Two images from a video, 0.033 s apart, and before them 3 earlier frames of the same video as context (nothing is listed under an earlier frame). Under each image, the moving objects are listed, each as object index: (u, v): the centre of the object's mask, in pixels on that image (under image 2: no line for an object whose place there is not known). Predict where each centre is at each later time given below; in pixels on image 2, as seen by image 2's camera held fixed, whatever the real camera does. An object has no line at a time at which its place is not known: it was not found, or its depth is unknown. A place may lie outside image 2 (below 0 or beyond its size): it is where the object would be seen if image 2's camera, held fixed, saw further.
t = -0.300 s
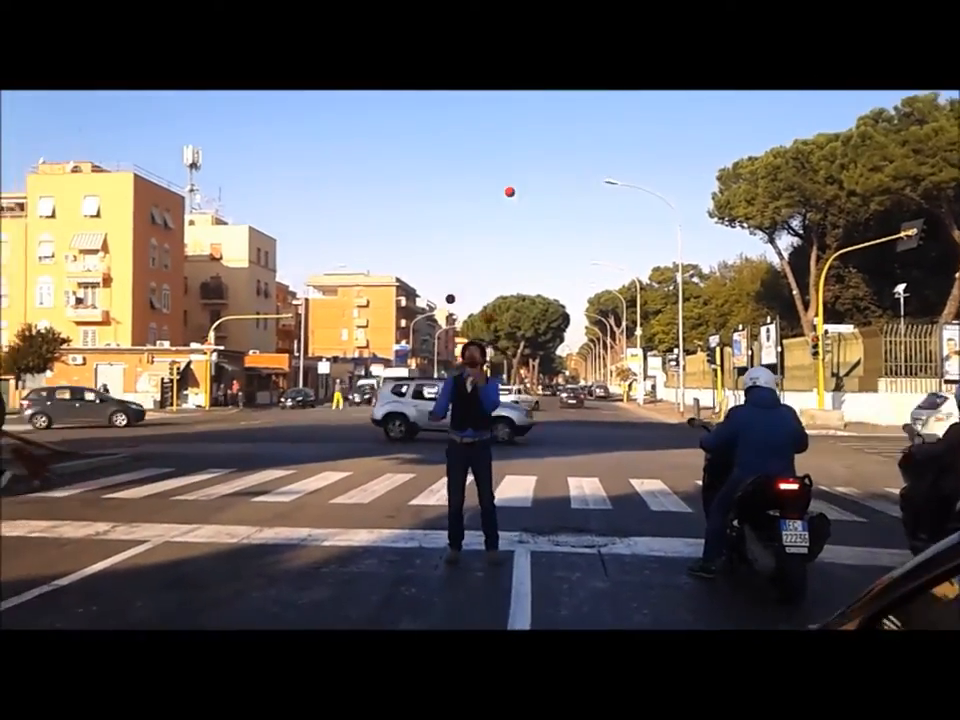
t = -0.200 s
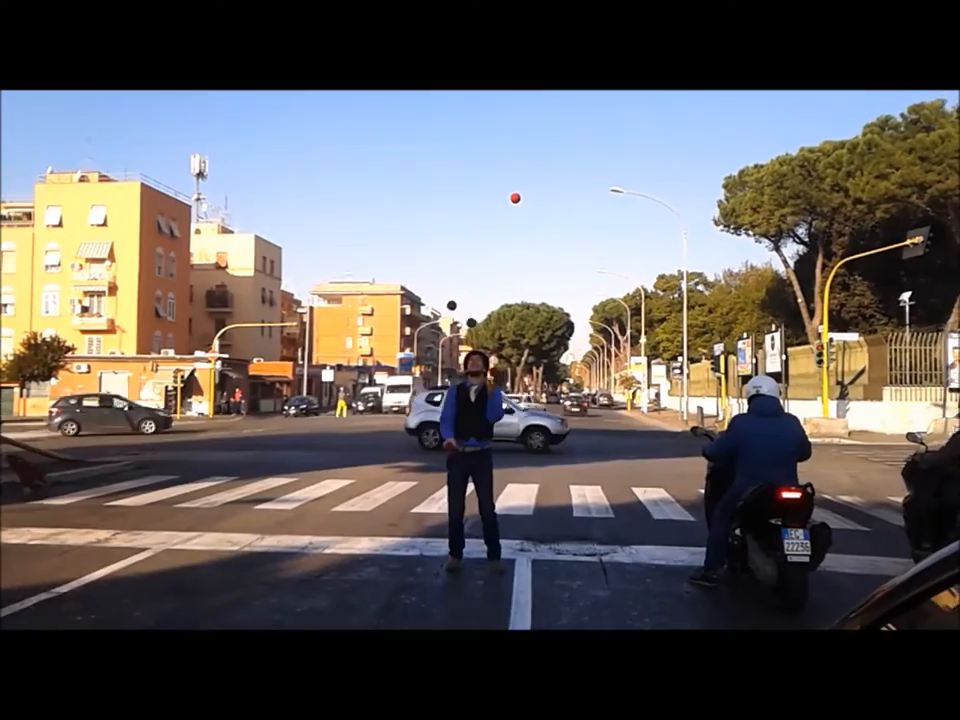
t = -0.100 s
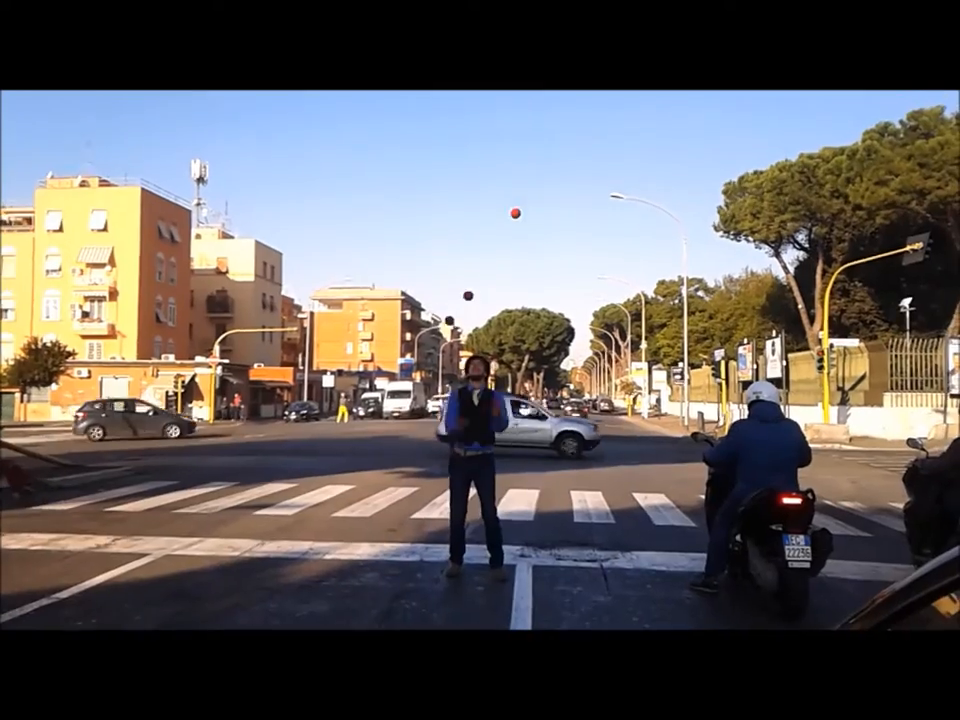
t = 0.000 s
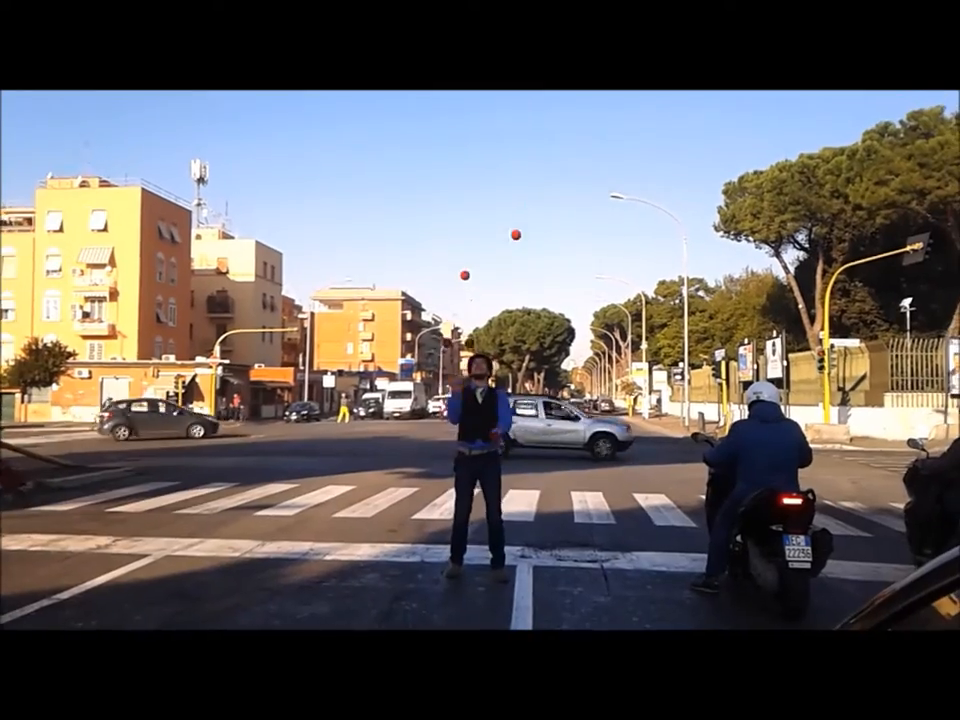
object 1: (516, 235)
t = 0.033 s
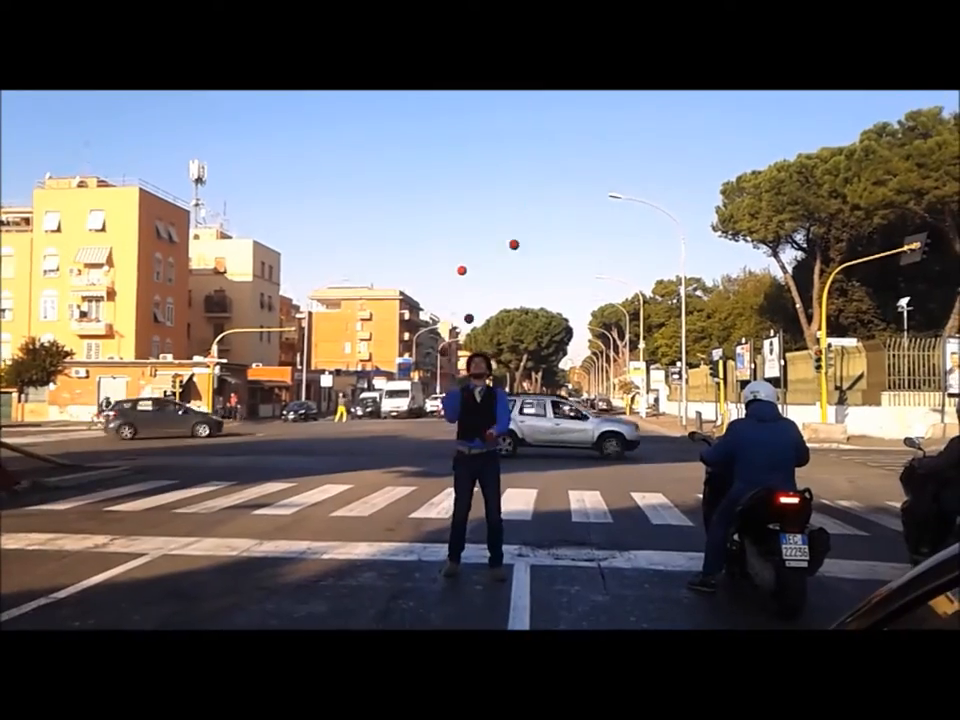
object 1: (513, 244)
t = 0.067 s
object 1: (513, 254)
